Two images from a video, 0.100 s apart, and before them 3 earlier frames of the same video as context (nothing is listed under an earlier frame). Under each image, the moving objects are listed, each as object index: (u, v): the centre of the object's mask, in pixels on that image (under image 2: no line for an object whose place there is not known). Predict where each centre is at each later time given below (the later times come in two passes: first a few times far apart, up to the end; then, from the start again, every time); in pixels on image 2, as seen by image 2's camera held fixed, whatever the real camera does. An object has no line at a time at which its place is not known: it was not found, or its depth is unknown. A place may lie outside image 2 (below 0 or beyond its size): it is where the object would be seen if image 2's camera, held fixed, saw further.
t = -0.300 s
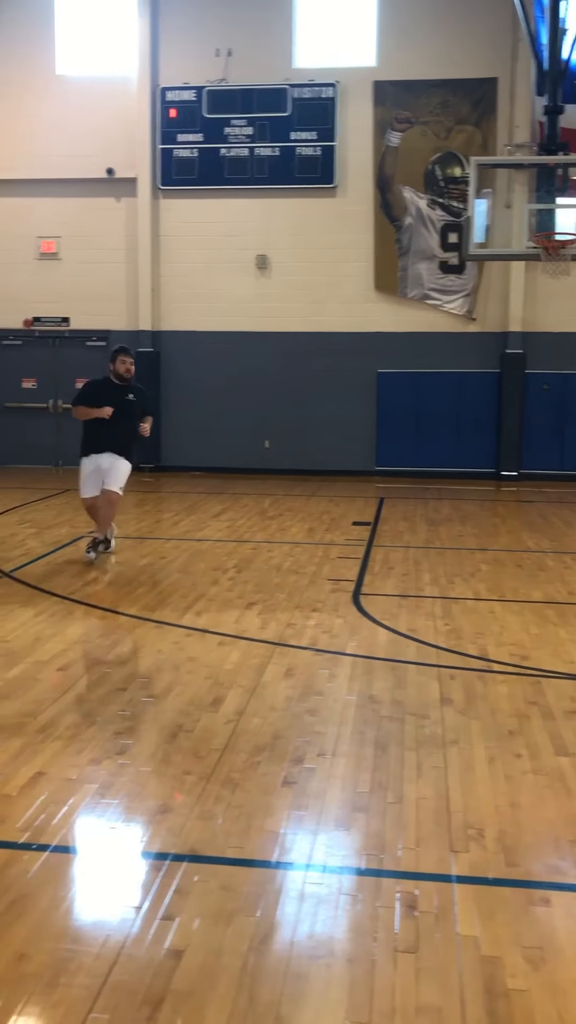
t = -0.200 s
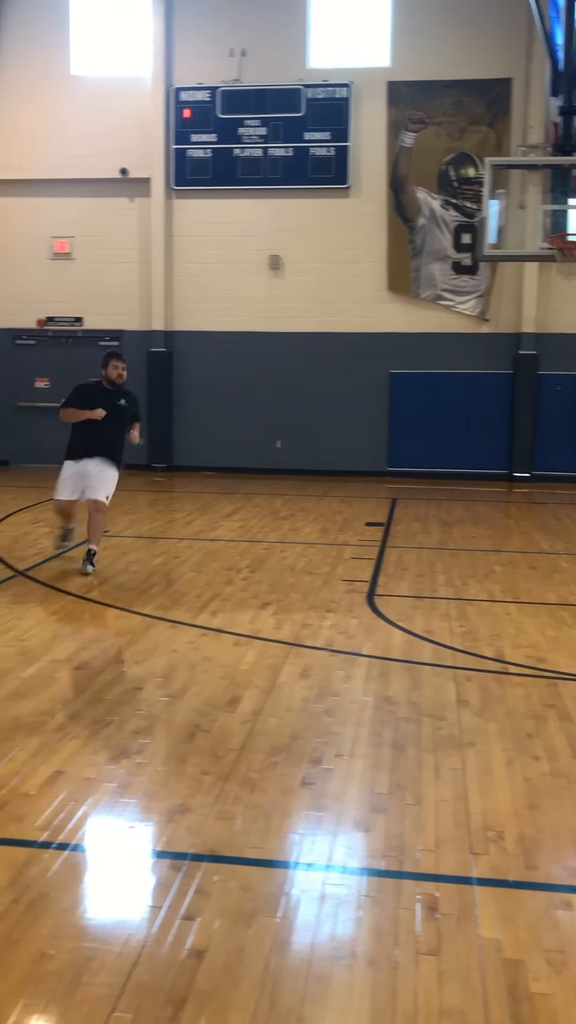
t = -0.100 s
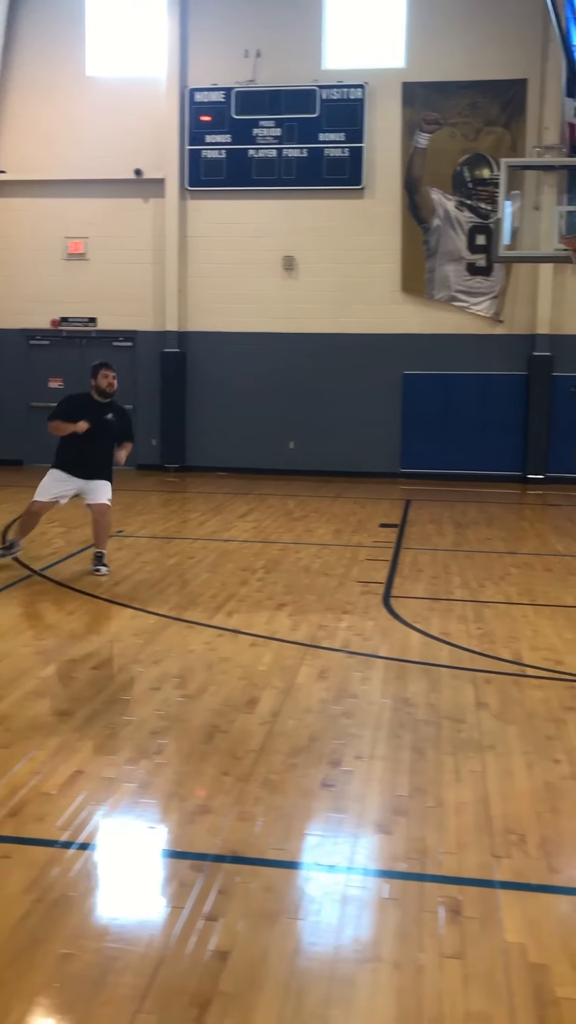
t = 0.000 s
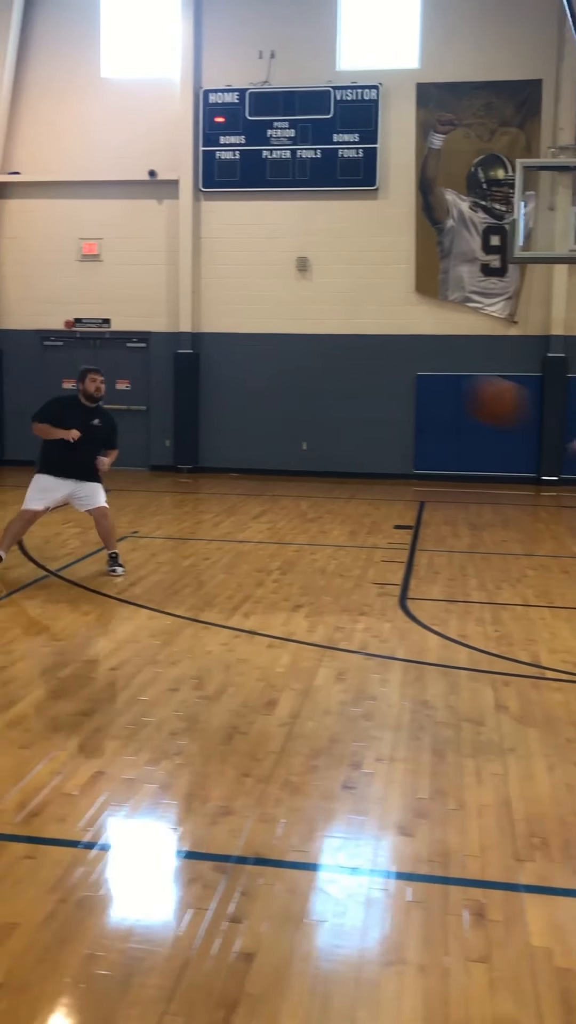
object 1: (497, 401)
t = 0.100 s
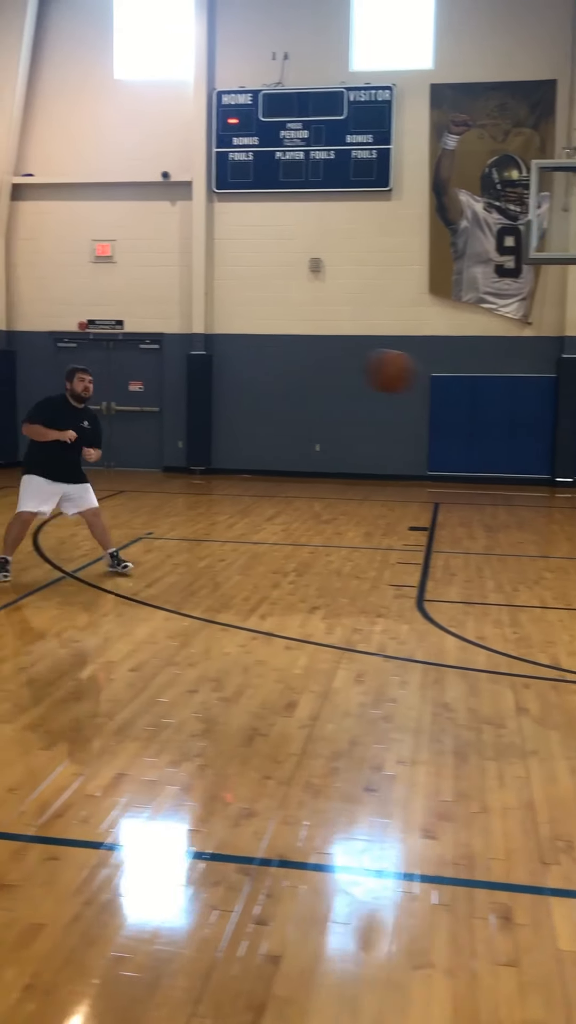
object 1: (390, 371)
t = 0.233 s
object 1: (265, 363)
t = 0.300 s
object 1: (211, 370)
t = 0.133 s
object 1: (356, 366)
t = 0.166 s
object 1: (324, 363)
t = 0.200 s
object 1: (294, 363)
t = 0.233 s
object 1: (265, 363)
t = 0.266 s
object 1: (238, 366)
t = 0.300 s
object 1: (211, 370)
